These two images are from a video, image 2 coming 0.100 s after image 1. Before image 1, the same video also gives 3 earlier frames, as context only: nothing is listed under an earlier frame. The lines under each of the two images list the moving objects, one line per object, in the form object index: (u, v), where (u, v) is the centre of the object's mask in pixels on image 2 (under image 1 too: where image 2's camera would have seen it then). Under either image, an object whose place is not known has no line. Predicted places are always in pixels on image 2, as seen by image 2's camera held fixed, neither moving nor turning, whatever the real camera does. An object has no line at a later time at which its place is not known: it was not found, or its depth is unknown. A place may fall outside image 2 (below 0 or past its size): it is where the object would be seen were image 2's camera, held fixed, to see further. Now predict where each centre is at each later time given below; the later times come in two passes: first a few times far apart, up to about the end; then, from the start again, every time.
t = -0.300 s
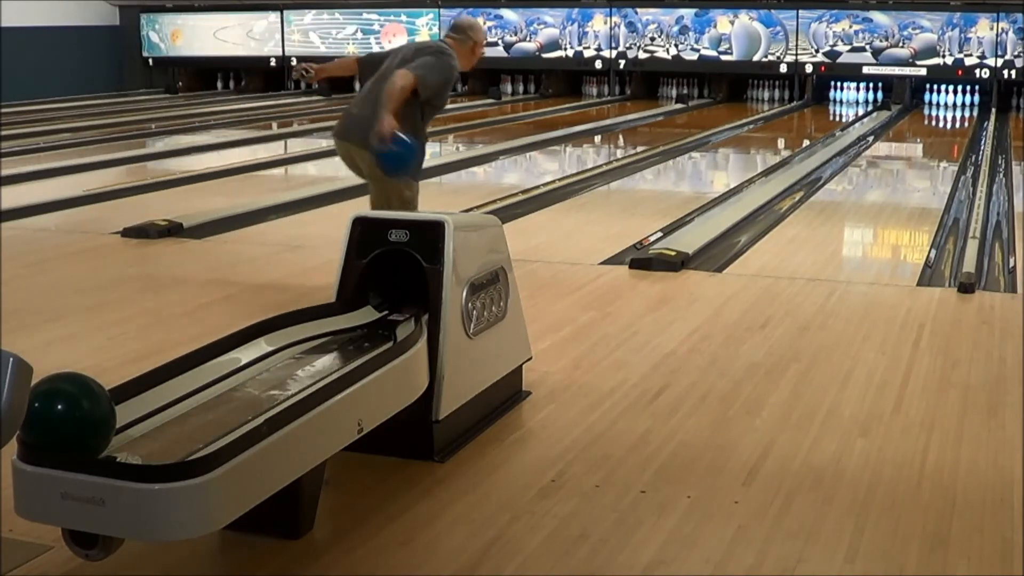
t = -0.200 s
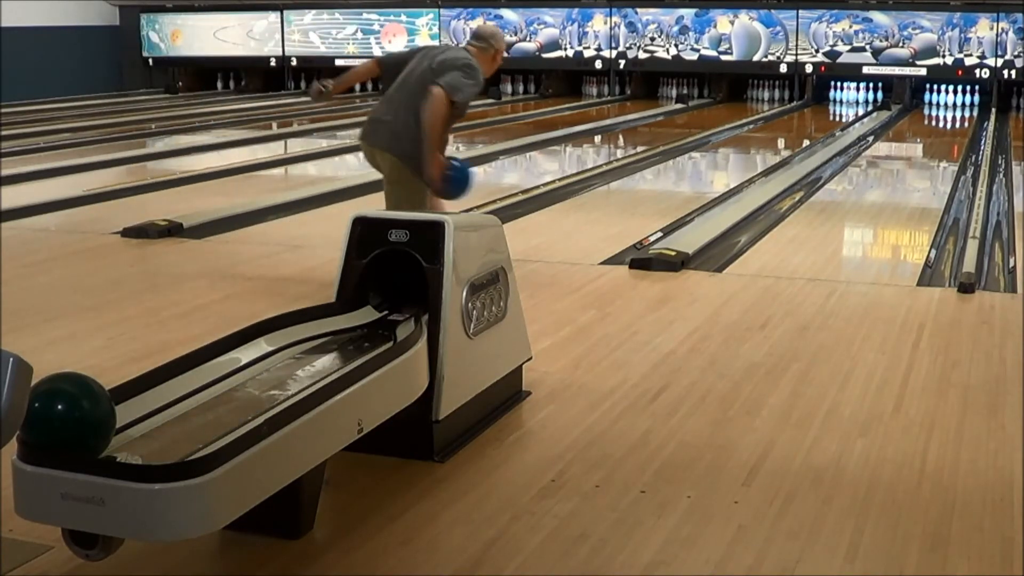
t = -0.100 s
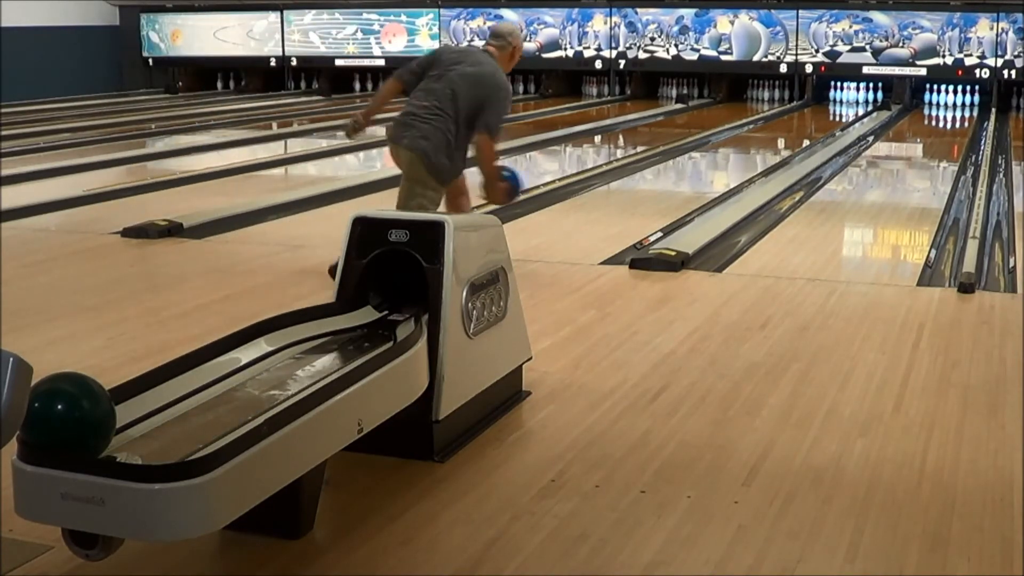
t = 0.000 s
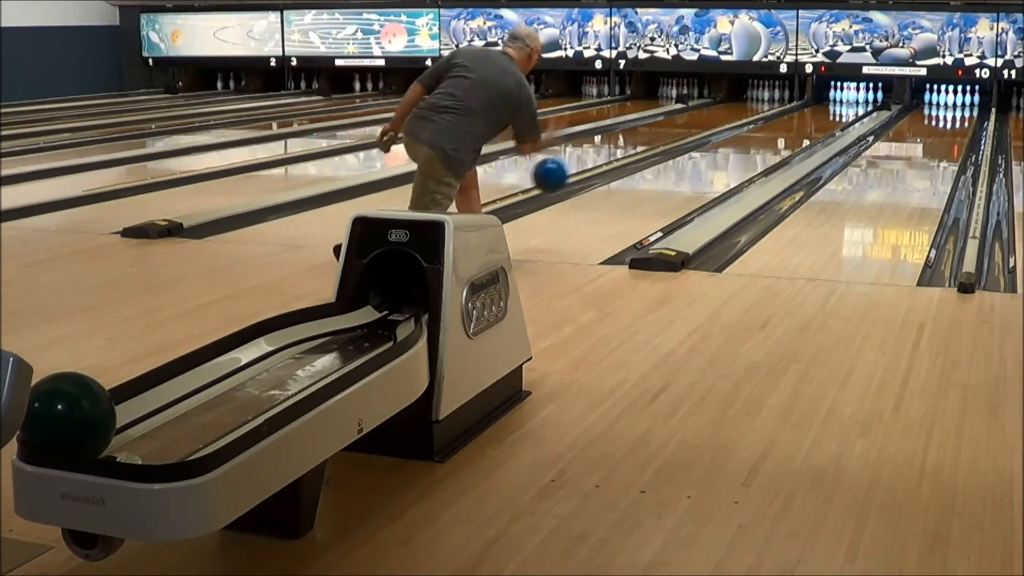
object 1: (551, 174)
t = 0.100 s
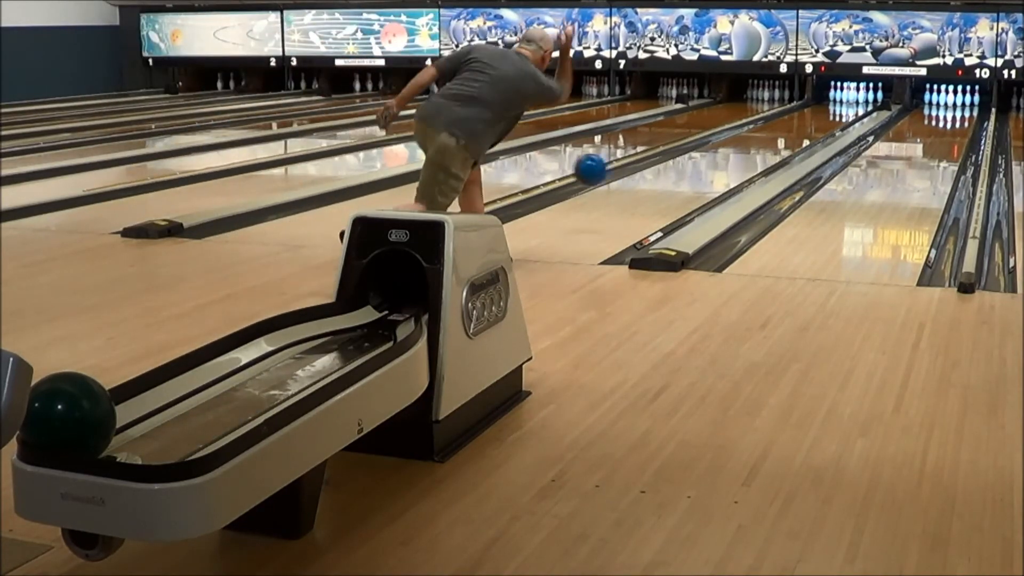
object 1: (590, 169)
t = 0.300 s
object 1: (652, 193)
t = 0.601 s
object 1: (718, 165)
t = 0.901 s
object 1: (763, 146)
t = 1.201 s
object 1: (795, 131)
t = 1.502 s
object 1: (818, 120)
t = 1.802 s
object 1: (835, 110)
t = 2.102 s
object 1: (846, 104)
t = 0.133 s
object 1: (603, 171)
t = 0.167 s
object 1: (613, 175)
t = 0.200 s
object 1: (624, 180)
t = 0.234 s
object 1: (634, 186)
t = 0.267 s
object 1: (643, 192)
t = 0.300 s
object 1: (652, 193)
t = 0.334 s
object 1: (662, 187)
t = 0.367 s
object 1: (669, 183)
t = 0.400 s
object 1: (677, 180)
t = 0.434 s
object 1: (685, 179)
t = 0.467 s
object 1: (692, 176)
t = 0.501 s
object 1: (699, 173)
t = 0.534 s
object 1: (706, 170)
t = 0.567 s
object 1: (712, 168)
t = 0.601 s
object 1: (718, 165)
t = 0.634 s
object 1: (724, 163)
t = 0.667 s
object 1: (730, 160)
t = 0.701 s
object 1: (735, 158)
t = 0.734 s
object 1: (740, 156)
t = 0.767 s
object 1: (745, 153)
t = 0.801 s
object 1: (749, 151)
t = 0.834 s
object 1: (754, 149)
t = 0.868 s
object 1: (759, 147)
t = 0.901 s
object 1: (763, 146)
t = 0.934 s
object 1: (767, 144)
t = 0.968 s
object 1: (771, 142)
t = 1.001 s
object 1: (775, 140)
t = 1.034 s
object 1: (779, 138)
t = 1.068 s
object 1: (782, 137)
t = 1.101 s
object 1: (786, 135)
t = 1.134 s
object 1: (789, 134)
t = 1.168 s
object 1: (792, 132)
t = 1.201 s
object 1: (795, 131)
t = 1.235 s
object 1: (798, 129)
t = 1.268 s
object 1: (801, 128)
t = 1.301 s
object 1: (804, 127)
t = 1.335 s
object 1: (806, 126)
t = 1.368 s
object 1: (809, 124)
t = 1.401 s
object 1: (812, 123)
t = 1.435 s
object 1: (814, 122)
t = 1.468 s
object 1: (816, 121)
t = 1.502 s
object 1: (818, 120)
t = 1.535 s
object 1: (820, 119)
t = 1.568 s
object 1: (822, 117)
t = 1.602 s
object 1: (824, 116)
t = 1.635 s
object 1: (826, 116)
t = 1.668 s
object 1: (828, 114)
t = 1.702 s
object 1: (830, 114)
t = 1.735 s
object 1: (832, 113)
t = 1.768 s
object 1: (834, 111)
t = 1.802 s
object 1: (835, 110)
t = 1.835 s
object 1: (837, 109)
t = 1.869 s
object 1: (838, 109)
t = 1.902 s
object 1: (839, 108)
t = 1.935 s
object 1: (841, 108)
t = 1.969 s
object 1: (841, 107)
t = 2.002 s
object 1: (843, 106)
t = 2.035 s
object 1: (844, 106)
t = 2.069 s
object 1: (846, 105)
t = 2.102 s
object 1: (846, 104)
